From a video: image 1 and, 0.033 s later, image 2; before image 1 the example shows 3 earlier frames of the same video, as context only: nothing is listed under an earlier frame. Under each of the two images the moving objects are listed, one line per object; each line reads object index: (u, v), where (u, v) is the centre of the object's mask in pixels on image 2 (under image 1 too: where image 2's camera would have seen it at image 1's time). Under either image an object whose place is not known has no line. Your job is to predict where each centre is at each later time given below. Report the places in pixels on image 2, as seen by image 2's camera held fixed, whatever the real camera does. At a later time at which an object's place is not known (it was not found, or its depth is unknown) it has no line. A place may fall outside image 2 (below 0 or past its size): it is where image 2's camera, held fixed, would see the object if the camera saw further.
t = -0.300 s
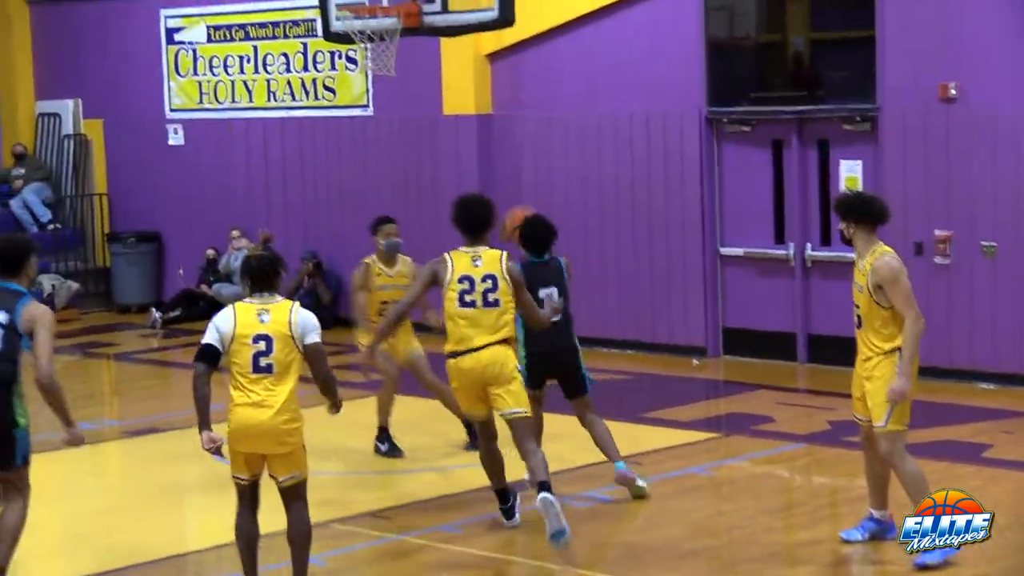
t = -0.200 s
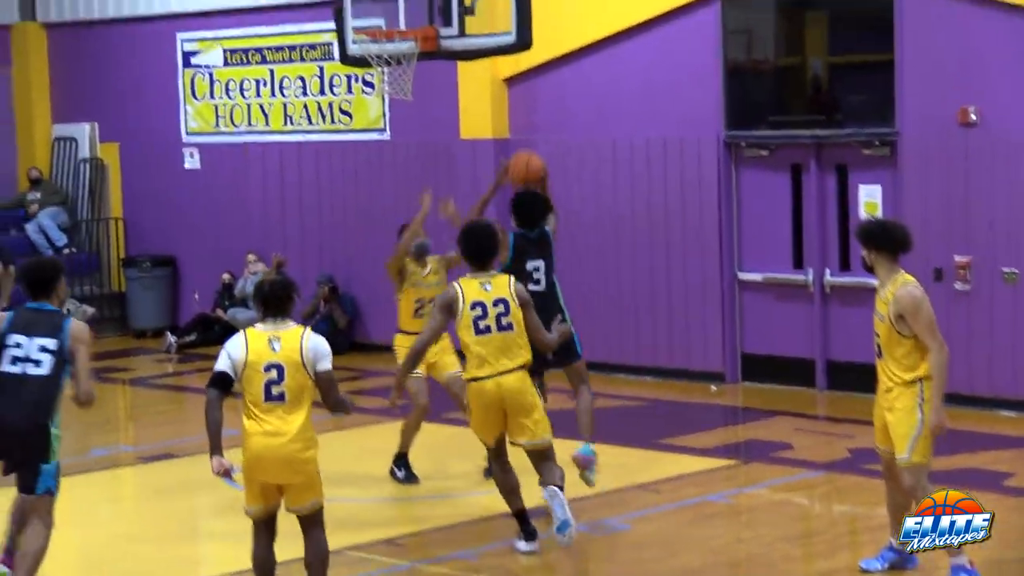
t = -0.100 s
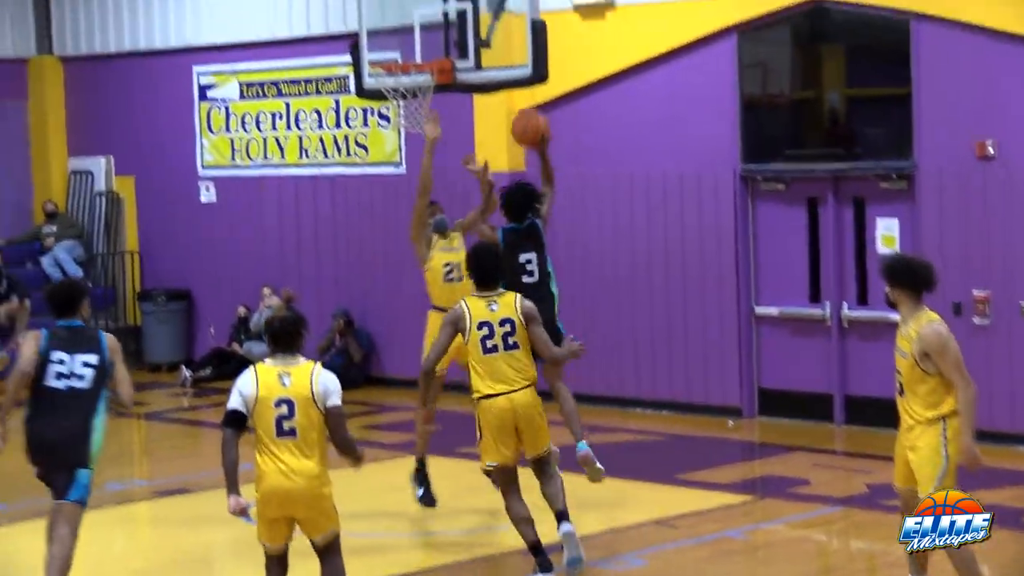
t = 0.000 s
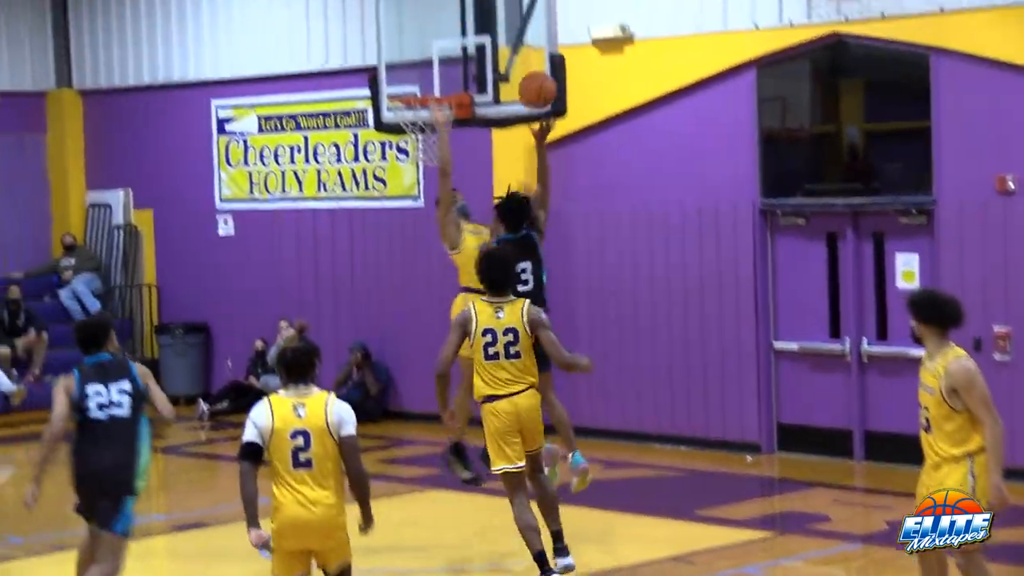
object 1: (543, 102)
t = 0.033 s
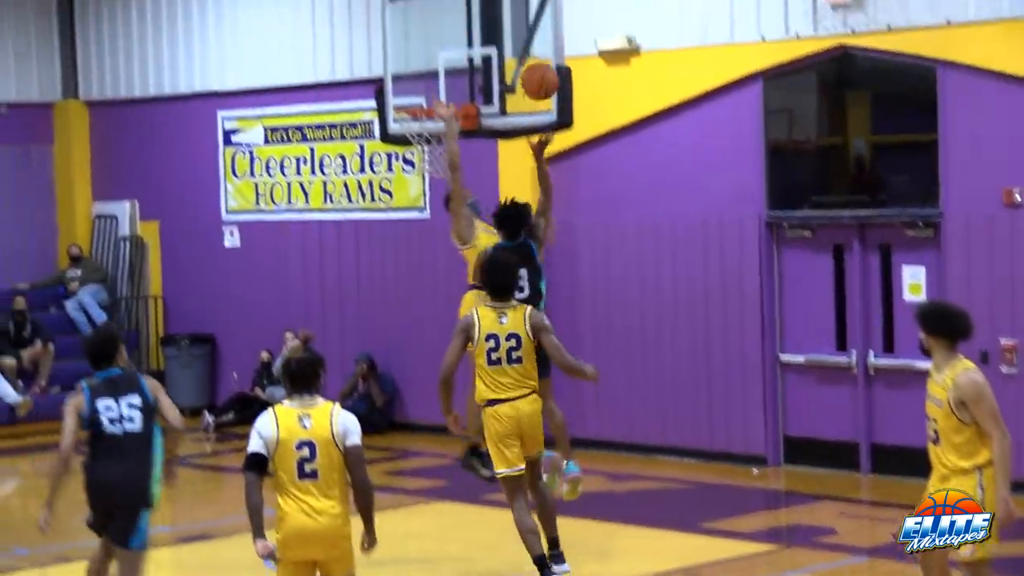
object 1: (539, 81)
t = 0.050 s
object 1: (538, 71)
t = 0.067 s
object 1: (536, 62)
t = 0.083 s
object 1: (534, 53)
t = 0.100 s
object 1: (531, 45)
